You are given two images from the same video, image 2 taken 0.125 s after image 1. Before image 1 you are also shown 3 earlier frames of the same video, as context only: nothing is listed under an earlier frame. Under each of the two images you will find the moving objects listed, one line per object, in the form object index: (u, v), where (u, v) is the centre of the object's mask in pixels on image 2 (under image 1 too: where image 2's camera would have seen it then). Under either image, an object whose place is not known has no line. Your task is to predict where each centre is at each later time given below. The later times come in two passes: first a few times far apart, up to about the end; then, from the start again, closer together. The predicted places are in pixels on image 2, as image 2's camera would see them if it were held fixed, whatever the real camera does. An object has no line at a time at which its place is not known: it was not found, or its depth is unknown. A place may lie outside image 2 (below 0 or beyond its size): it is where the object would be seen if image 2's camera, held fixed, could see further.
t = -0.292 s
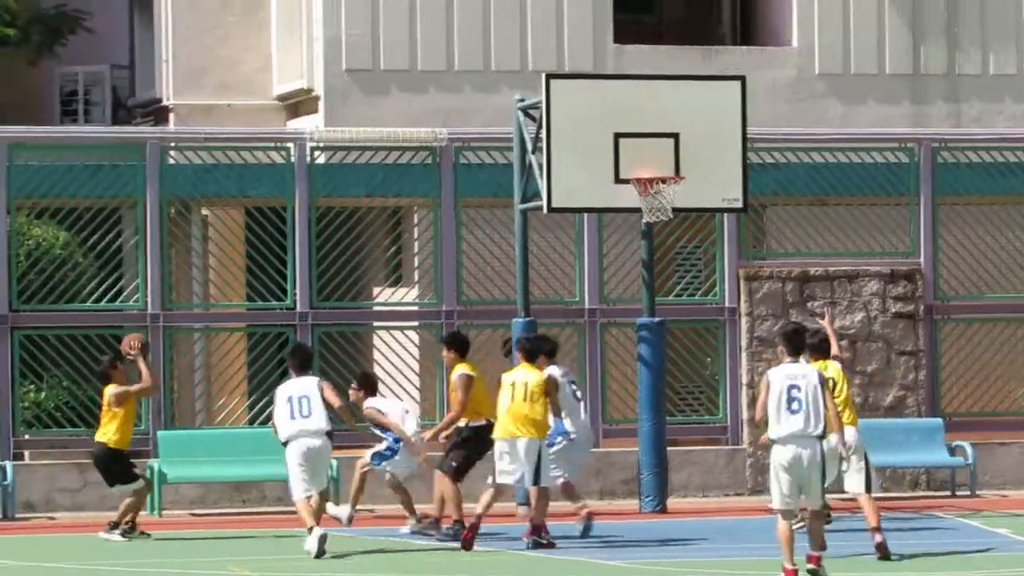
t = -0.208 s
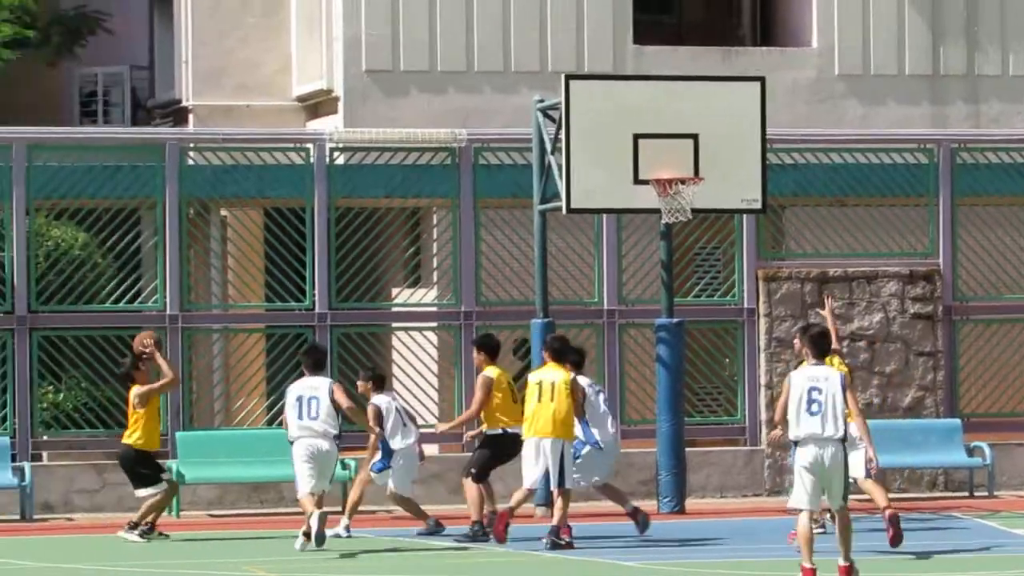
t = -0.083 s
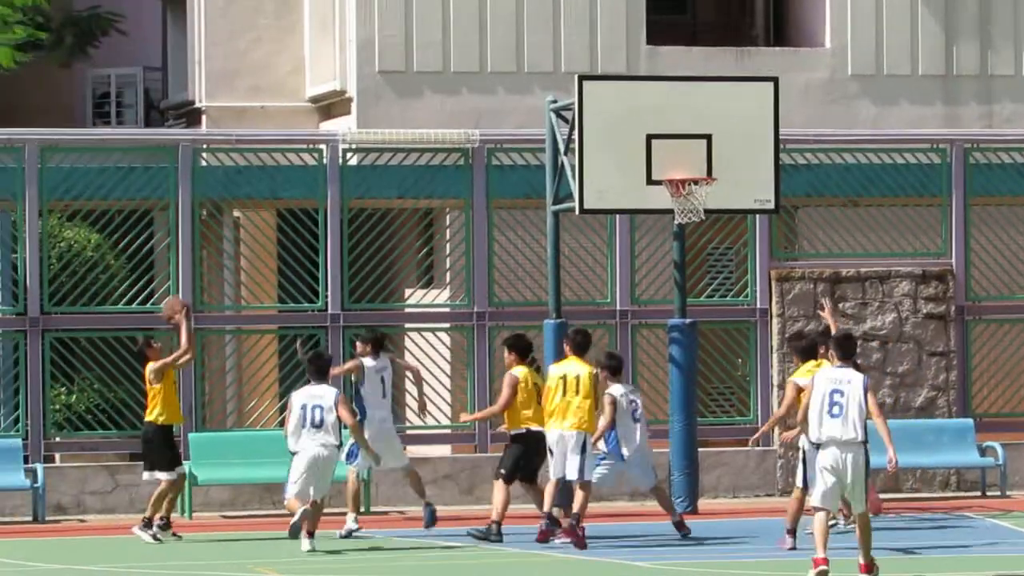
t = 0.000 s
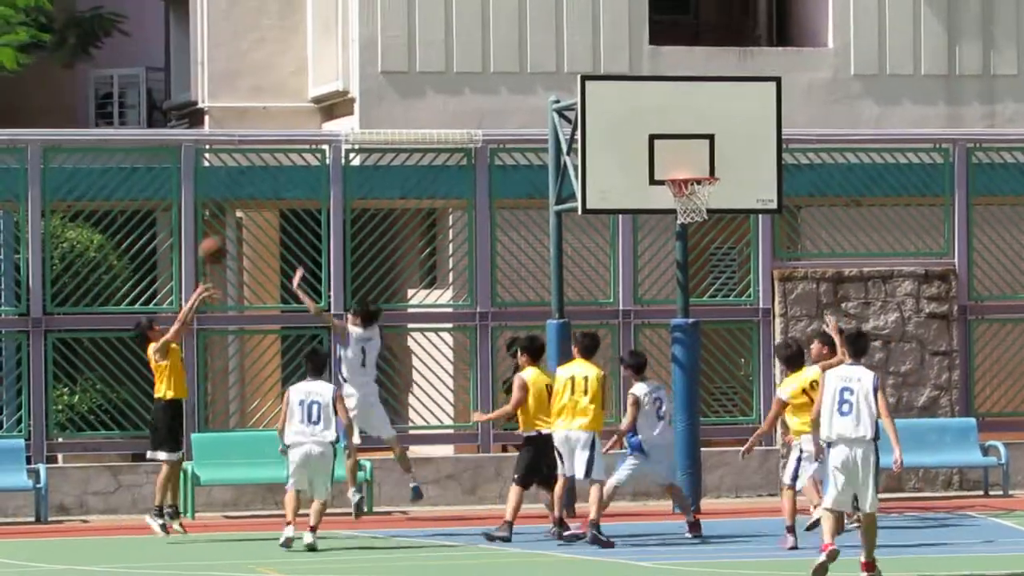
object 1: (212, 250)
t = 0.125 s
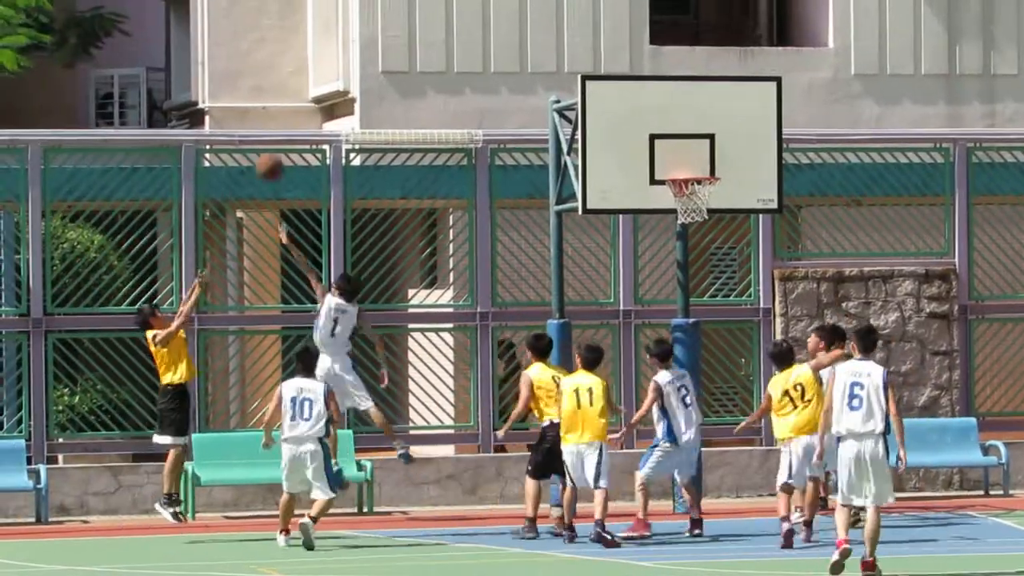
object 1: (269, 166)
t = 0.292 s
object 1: (344, 84)
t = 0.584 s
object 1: (474, 18)
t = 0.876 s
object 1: (599, 48)
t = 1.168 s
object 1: (718, 163)
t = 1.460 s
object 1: (758, 66)
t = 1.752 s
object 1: (800, 62)
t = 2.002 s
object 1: (837, 136)
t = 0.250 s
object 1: (326, 102)
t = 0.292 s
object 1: (344, 84)
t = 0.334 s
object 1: (364, 68)
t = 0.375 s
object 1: (382, 55)
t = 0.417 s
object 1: (401, 43)
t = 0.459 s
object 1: (419, 34)
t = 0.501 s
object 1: (437, 26)
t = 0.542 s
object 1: (456, 21)
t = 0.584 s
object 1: (474, 18)
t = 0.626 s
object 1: (492, 16)
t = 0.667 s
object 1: (510, 16)
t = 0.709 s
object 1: (528, 18)
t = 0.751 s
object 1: (546, 23)
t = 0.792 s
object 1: (564, 29)
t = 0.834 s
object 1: (582, 38)
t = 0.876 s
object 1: (599, 48)
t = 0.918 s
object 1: (617, 60)
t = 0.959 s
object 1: (634, 74)
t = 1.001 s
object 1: (652, 90)
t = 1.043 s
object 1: (669, 108)
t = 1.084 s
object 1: (687, 128)
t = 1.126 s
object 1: (704, 151)
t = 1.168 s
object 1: (718, 163)
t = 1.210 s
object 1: (722, 143)
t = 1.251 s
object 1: (729, 125)
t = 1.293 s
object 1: (734, 109)
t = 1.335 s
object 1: (740, 96)
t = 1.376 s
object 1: (745, 84)
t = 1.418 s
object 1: (752, 74)
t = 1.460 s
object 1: (758, 66)
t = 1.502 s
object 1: (764, 59)
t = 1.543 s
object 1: (770, 54)
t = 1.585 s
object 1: (775, 52)
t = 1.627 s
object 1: (781, 51)
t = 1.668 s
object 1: (788, 52)
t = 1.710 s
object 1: (794, 56)
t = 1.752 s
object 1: (800, 62)
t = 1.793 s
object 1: (805, 69)
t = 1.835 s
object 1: (812, 78)
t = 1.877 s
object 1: (819, 91)
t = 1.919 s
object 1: (825, 104)
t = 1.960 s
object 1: (831, 119)
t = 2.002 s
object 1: (837, 136)
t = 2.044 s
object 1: (843, 157)
